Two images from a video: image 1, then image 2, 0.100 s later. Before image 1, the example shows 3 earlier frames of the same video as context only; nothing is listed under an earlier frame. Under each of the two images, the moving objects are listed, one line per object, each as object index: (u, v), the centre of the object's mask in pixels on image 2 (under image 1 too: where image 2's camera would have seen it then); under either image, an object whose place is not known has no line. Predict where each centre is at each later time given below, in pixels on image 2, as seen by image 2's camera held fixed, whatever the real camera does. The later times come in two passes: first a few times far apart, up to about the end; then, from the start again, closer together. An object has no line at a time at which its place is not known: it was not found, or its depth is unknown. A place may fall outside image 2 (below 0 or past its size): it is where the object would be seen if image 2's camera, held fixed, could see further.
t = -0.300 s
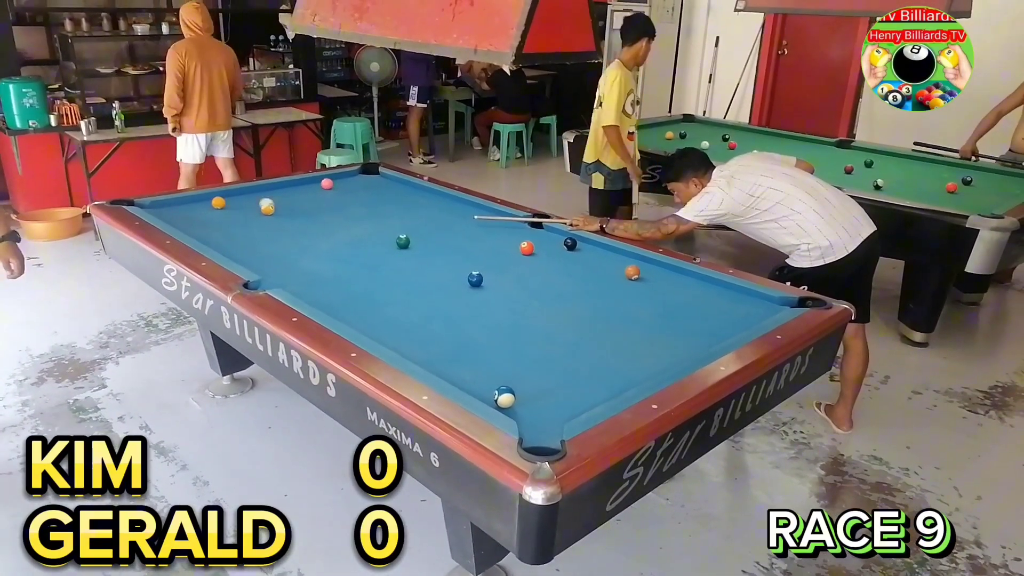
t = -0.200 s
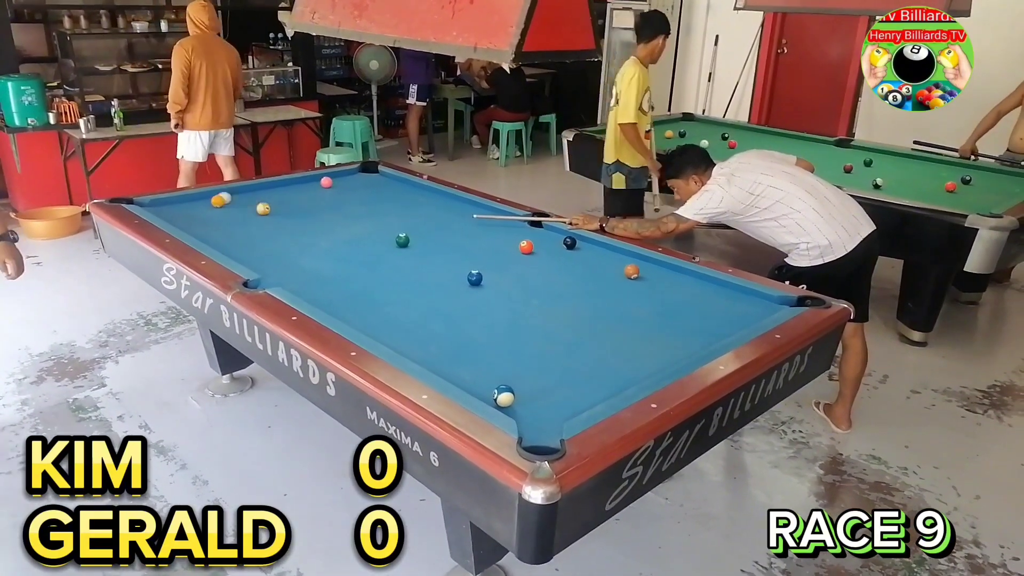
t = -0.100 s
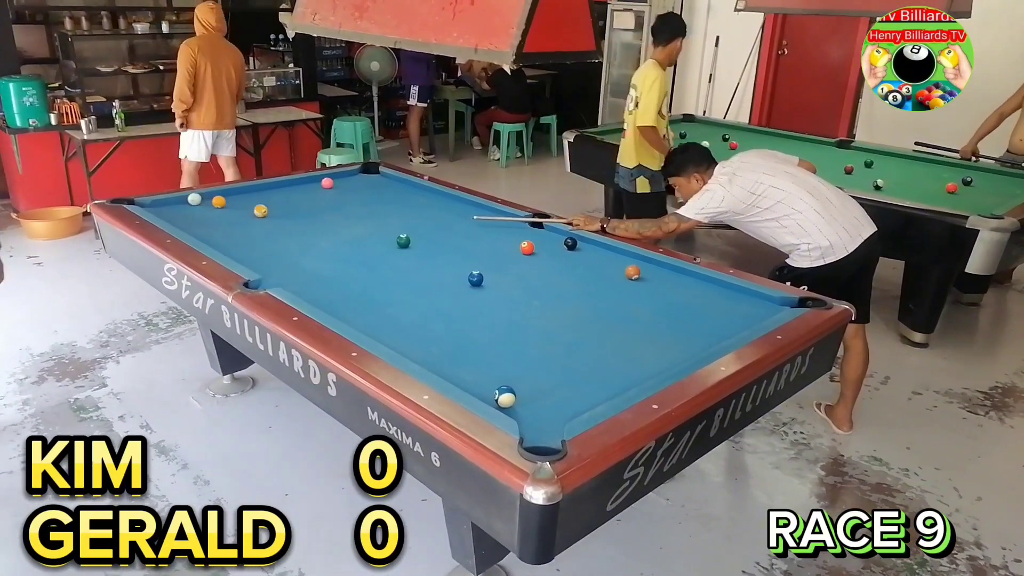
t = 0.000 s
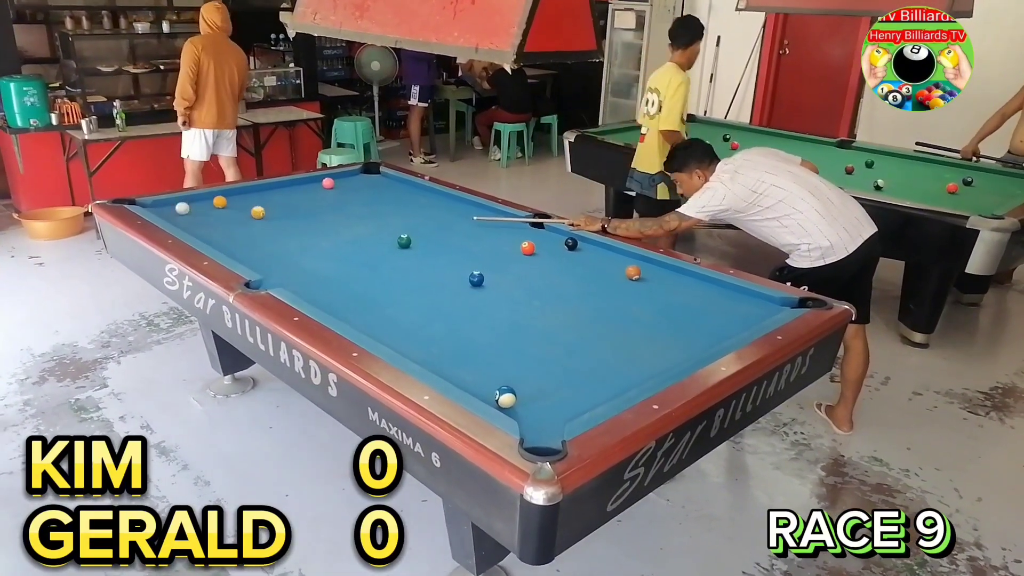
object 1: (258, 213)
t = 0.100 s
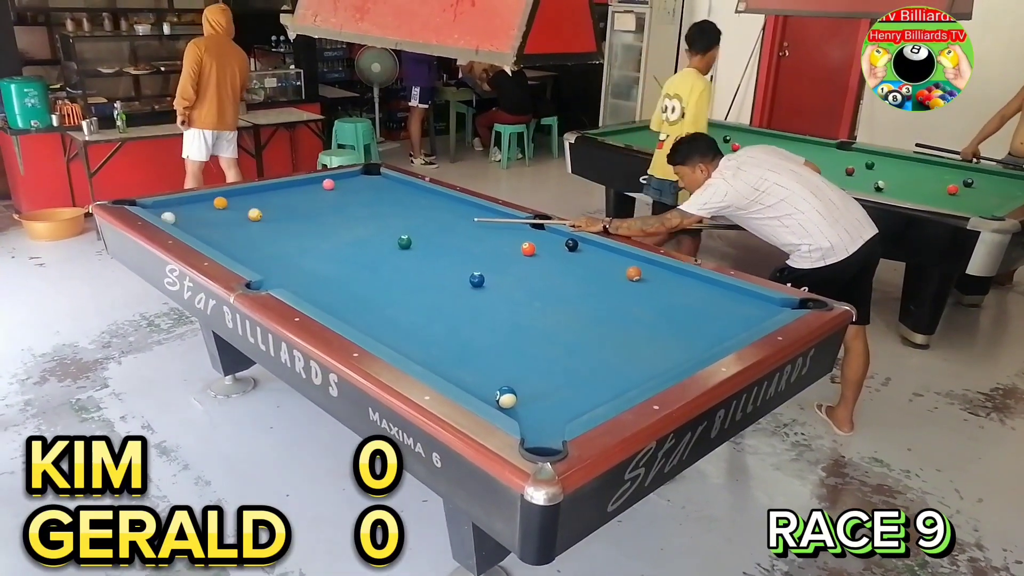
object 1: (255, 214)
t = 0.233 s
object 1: (251, 216)
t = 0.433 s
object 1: (245, 218)
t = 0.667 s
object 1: (238, 221)
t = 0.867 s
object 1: (232, 223)
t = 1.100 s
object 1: (226, 226)
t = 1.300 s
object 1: (222, 227)
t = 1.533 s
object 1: (218, 229)
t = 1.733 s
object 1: (215, 231)
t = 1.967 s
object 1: (211, 232)
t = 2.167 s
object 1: (209, 233)
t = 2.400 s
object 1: (208, 234)
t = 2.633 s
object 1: (206, 234)
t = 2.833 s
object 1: (206, 234)
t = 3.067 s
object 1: (205, 234)
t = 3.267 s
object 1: (205, 234)
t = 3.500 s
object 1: (206, 234)
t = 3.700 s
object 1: (206, 234)
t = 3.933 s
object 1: (206, 234)
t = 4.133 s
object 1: (206, 234)
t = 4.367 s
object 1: (206, 234)
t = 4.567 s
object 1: (206, 234)
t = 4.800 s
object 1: (206, 234)
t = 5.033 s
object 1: (206, 234)
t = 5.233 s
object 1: (206, 234)
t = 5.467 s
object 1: (206, 234)
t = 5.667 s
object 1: (206, 234)
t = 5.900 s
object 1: (206, 234)
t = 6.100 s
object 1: (206, 234)
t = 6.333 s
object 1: (206, 234)
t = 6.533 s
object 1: (206, 234)
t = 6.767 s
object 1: (206, 234)
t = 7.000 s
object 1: (205, 234)
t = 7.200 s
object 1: (206, 234)
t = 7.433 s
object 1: (206, 234)
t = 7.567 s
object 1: (206, 234)
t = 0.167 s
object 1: (254, 215)
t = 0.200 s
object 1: (252, 215)
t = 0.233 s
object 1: (251, 216)
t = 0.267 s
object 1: (250, 216)
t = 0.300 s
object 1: (249, 217)
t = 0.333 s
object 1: (248, 217)
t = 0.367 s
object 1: (247, 217)
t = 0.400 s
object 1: (246, 218)
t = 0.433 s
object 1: (245, 218)
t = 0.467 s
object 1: (244, 218)
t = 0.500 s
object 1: (242, 219)
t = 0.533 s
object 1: (242, 220)
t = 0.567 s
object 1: (241, 220)
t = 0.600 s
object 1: (240, 220)
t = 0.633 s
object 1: (239, 221)
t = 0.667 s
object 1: (238, 221)
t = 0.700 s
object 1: (237, 222)
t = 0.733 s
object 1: (236, 222)
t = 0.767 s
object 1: (235, 222)
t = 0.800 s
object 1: (234, 223)
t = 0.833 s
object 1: (233, 223)
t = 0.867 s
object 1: (232, 223)
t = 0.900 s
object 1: (231, 223)
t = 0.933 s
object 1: (230, 224)
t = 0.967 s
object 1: (229, 224)
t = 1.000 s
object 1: (228, 225)
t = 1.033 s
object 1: (227, 225)
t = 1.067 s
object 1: (227, 225)
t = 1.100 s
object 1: (226, 226)
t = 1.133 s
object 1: (225, 226)
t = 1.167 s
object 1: (225, 226)
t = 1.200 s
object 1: (224, 227)
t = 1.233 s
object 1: (224, 227)
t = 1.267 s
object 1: (223, 227)
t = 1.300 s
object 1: (222, 227)
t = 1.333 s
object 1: (221, 228)
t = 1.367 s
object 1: (221, 228)
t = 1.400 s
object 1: (220, 228)
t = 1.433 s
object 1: (220, 229)
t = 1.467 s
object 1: (219, 229)
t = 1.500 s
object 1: (219, 229)
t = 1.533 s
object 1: (218, 229)
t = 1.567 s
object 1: (217, 230)
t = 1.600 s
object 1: (217, 230)
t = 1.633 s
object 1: (216, 230)
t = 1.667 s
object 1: (216, 230)
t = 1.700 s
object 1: (215, 231)
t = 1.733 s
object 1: (215, 231)
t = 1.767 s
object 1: (214, 231)
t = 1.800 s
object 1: (213, 231)
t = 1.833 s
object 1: (213, 231)
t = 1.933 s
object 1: (212, 232)
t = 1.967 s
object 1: (211, 232)
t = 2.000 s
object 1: (211, 232)
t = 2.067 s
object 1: (210, 233)
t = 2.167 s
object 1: (209, 233)
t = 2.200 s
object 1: (209, 233)
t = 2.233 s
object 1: (209, 233)
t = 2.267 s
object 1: (208, 233)
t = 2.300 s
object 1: (208, 233)
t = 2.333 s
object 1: (208, 233)
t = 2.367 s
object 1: (208, 233)
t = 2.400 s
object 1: (208, 234)
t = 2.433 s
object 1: (207, 234)
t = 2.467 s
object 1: (207, 234)
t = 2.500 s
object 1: (207, 234)
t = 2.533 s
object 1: (207, 234)
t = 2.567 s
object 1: (206, 234)
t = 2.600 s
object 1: (206, 234)
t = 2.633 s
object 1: (206, 234)
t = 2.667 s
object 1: (206, 234)
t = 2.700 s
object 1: (206, 234)
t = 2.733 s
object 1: (205, 234)
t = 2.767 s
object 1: (205, 234)
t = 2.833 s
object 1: (206, 234)
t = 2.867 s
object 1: (205, 234)
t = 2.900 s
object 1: (206, 234)
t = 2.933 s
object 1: (205, 234)
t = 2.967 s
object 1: (205, 234)
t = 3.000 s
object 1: (205, 234)
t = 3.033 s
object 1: (205, 234)
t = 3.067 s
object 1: (205, 234)
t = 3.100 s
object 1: (205, 234)
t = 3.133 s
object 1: (206, 234)
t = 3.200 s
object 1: (207, 234)
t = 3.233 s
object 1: (206, 233)
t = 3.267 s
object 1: (205, 234)
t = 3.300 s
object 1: (205, 234)
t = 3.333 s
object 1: (206, 234)
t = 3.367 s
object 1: (206, 234)
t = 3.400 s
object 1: (206, 234)
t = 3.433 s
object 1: (206, 234)
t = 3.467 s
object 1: (206, 234)
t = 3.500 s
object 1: (206, 234)
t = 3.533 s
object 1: (206, 234)
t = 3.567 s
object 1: (206, 234)
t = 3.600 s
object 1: (206, 234)
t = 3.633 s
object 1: (206, 234)
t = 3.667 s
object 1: (206, 234)
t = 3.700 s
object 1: (206, 234)
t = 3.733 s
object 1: (206, 234)
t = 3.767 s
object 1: (206, 234)
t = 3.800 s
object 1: (206, 234)
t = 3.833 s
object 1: (206, 234)
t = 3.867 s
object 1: (206, 234)
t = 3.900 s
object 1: (206, 234)
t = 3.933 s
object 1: (206, 234)
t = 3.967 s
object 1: (206, 234)
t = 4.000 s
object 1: (206, 234)
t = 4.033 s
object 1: (206, 234)
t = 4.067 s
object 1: (206, 234)
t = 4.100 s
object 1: (206, 234)
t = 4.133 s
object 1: (206, 234)
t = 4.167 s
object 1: (206, 234)
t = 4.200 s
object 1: (206, 234)
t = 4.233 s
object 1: (206, 234)
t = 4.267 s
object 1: (206, 234)
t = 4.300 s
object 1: (206, 234)
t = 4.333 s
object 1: (206, 234)
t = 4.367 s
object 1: (206, 234)
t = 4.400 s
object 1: (206, 234)
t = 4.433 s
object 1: (206, 234)
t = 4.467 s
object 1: (206, 234)
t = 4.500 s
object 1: (206, 234)
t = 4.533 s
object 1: (206, 234)
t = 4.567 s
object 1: (206, 234)
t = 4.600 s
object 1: (206, 234)
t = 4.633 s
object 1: (206, 234)
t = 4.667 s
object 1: (206, 234)
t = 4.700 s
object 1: (206, 234)
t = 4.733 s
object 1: (206, 234)
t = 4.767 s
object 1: (206, 234)
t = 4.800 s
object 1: (206, 234)
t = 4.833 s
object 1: (206, 234)
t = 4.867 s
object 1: (206, 234)
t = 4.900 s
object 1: (206, 234)
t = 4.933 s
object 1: (206, 234)
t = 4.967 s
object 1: (206, 234)
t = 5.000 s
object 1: (206, 234)
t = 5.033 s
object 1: (206, 234)
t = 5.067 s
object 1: (206, 234)
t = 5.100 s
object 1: (206, 234)
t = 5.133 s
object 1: (206, 234)
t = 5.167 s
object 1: (206, 234)
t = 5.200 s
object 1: (206, 234)
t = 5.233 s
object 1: (206, 234)
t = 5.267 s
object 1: (206, 234)
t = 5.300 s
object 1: (206, 234)
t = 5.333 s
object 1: (206, 234)
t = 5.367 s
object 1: (206, 234)
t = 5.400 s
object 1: (206, 234)
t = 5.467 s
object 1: (206, 234)
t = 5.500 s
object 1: (206, 234)
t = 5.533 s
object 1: (206, 234)
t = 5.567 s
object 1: (206, 234)
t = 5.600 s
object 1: (206, 234)
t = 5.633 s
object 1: (206, 234)
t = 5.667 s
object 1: (206, 234)
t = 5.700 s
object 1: (206, 234)
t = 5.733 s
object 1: (206, 234)
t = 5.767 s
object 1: (206, 234)
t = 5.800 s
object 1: (206, 234)
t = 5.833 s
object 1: (206, 234)
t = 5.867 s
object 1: (206, 234)
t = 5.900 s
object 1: (206, 234)
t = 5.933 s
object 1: (206, 234)
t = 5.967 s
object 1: (206, 234)
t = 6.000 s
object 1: (206, 234)
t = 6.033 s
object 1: (206, 234)
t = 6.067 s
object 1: (206, 234)
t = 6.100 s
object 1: (206, 234)
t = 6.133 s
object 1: (206, 234)
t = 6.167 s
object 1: (206, 234)
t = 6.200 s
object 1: (206, 235)
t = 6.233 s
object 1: (206, 234)
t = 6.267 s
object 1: (206, 234)
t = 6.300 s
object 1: (206, 234)
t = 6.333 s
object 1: (206, 234)
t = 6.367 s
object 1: (206, 234)
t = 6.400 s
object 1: (206, 234)
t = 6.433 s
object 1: (206, 234)
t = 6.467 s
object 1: (206, 234)
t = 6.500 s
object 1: (206, 234)
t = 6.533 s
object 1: (206, 234)
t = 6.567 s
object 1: (206, 234)
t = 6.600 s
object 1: (206, 234)
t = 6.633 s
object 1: (206, 234)
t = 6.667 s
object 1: (206, 234)
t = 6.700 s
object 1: (206, 234)
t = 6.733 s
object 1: (206, 234)
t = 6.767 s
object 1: (206, 234)
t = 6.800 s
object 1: (206, 234)
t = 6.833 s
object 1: (206, 234)
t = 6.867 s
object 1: (206, 234)
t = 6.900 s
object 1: (206, 234)
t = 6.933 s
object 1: (206, 234)
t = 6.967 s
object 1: (206, 234)
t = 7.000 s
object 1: (205, 234)
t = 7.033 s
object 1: (206, 234)
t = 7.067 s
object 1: (205, 234)
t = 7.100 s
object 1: (206, 234)
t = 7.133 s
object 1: (206, 234)
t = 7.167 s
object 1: (206, 234)
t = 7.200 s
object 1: (206, 234)
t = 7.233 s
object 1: (206, 234)
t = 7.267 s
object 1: (206, 234)
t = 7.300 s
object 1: (206, 234)
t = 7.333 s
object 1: (206, 234)
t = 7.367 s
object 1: (206, 234)
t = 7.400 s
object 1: (206, 234)
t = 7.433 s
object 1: (206, 234)
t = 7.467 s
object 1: (206, 234)
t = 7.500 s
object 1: (206, 234)
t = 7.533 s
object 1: (206, 234)
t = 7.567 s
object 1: (206, 234)
